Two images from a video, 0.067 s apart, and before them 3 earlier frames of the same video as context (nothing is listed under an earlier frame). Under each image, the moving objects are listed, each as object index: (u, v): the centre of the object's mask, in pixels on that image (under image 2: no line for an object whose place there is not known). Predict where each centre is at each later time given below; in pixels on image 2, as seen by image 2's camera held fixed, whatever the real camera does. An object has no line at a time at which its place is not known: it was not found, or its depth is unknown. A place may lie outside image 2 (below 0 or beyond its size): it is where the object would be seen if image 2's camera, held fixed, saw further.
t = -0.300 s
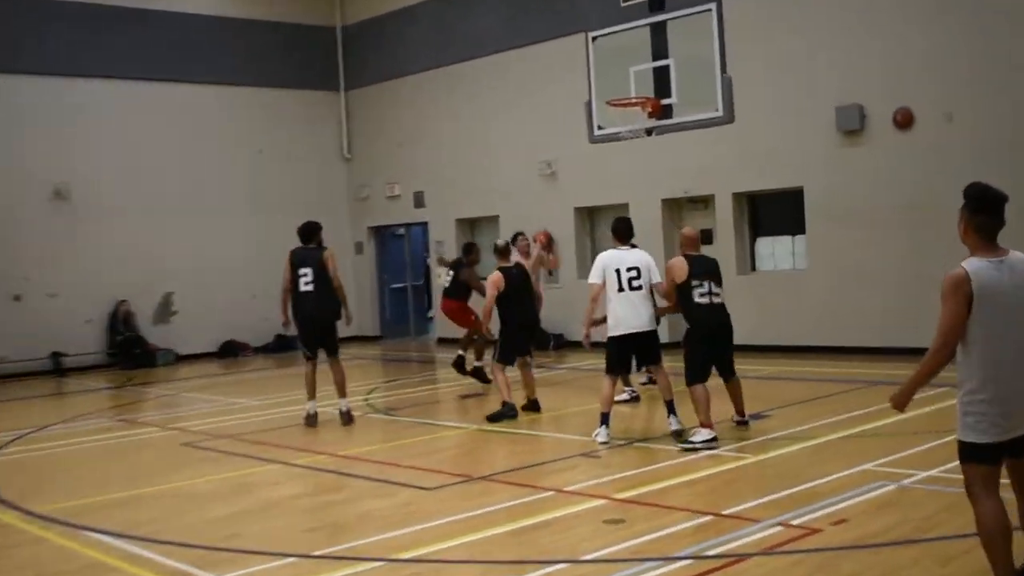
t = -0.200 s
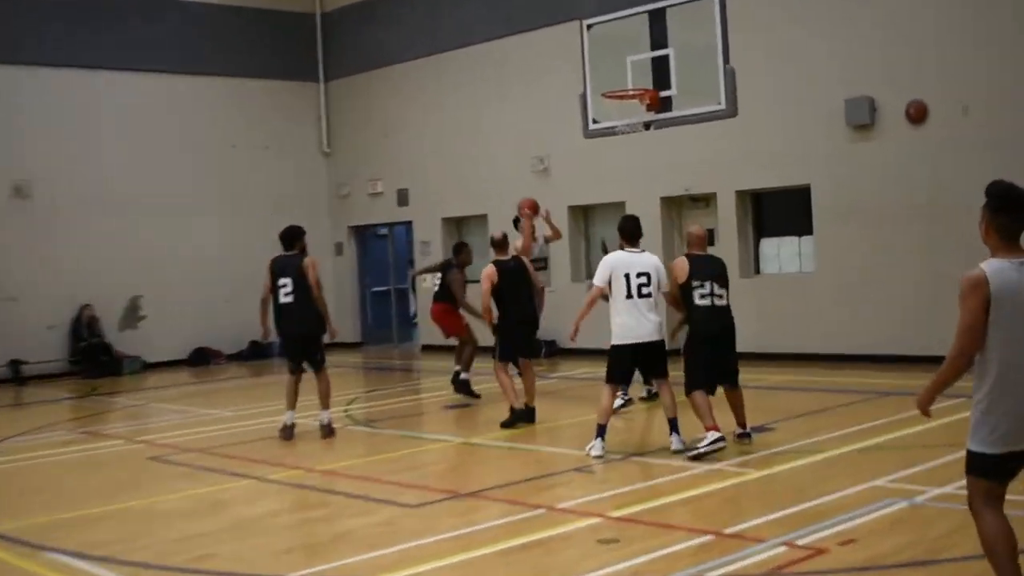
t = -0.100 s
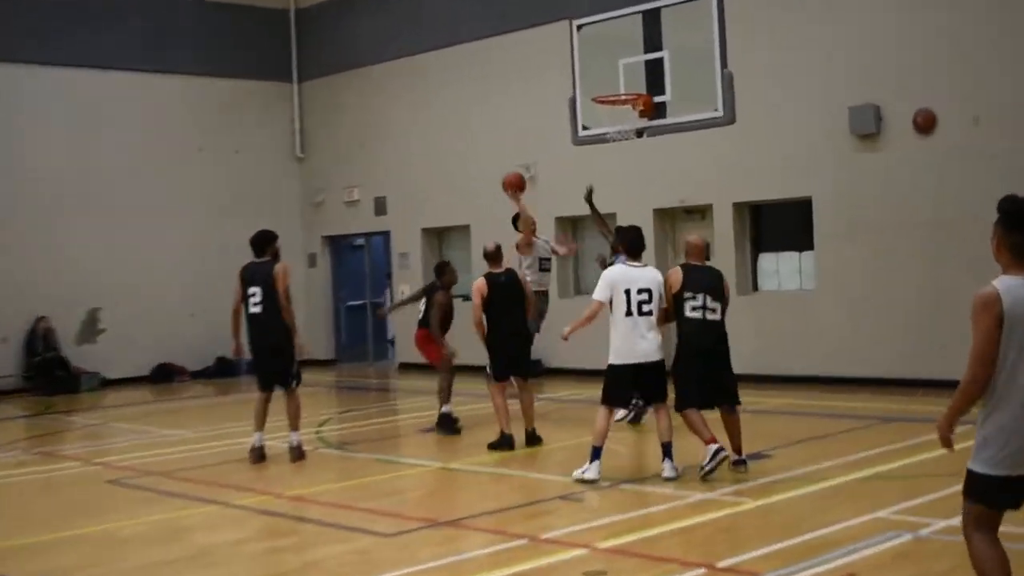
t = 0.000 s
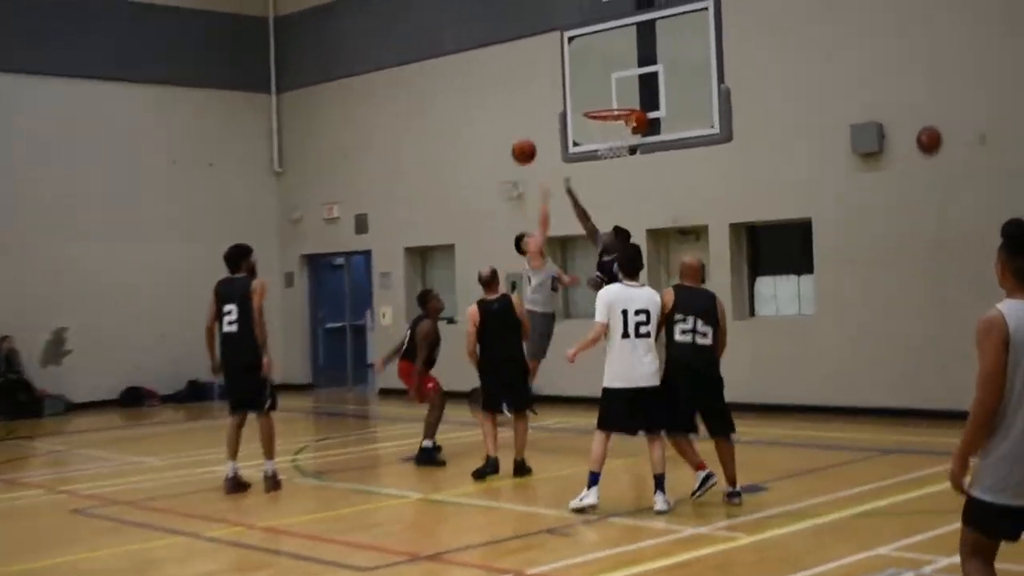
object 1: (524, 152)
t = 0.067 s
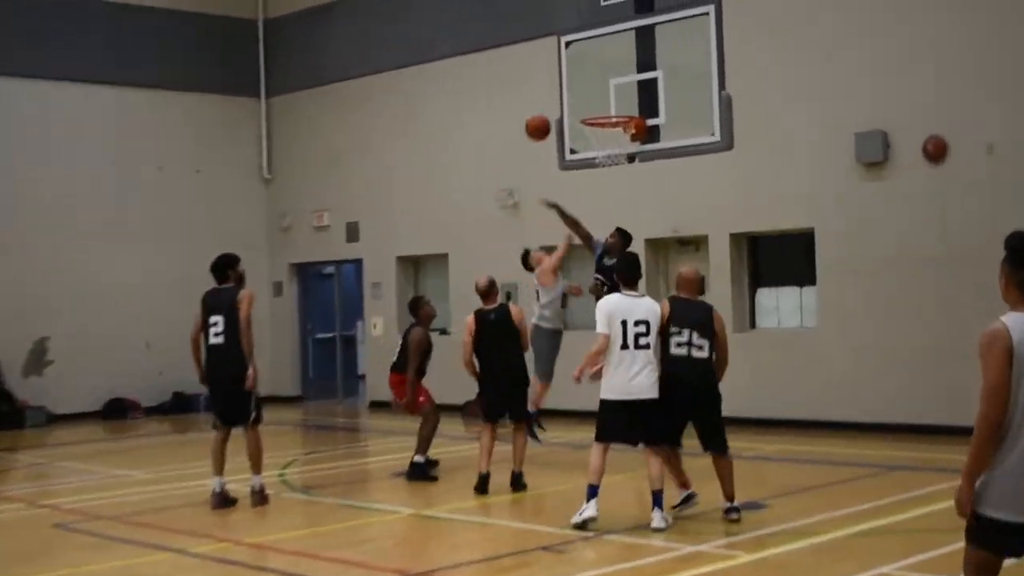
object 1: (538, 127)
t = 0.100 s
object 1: (547, 114)
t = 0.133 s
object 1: (556, 101)
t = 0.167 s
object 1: (566, 89)
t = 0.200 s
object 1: (576, 78)
